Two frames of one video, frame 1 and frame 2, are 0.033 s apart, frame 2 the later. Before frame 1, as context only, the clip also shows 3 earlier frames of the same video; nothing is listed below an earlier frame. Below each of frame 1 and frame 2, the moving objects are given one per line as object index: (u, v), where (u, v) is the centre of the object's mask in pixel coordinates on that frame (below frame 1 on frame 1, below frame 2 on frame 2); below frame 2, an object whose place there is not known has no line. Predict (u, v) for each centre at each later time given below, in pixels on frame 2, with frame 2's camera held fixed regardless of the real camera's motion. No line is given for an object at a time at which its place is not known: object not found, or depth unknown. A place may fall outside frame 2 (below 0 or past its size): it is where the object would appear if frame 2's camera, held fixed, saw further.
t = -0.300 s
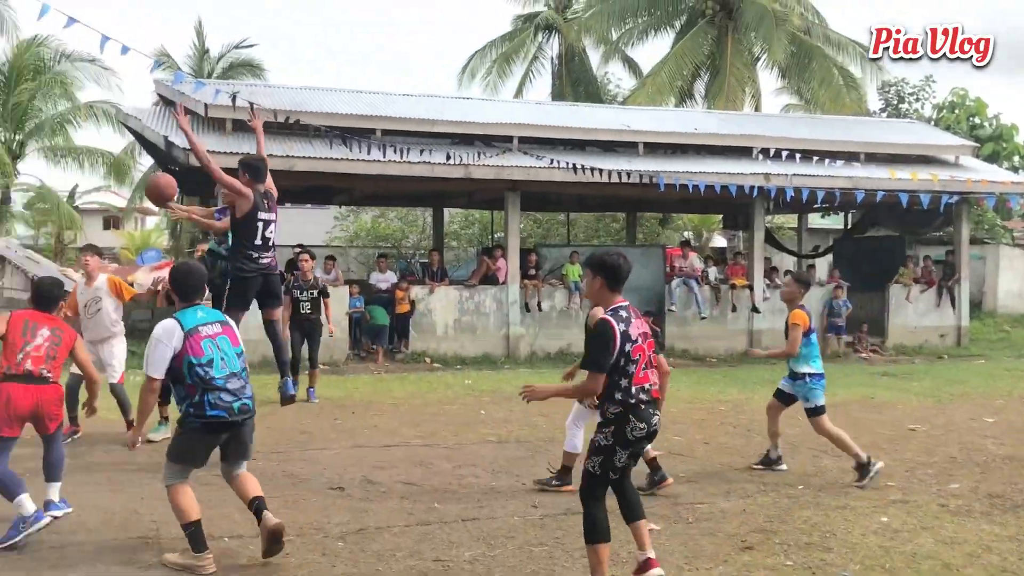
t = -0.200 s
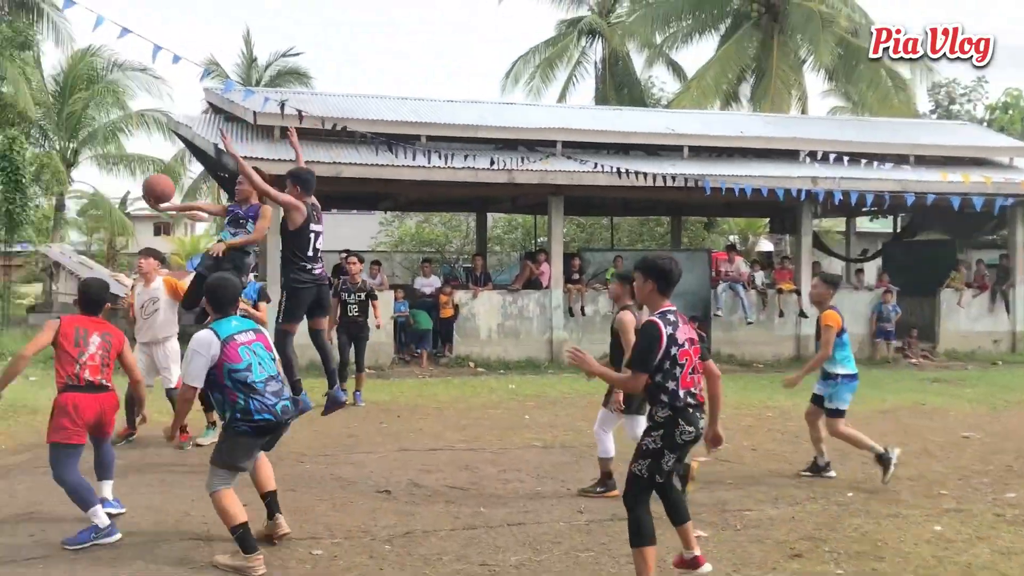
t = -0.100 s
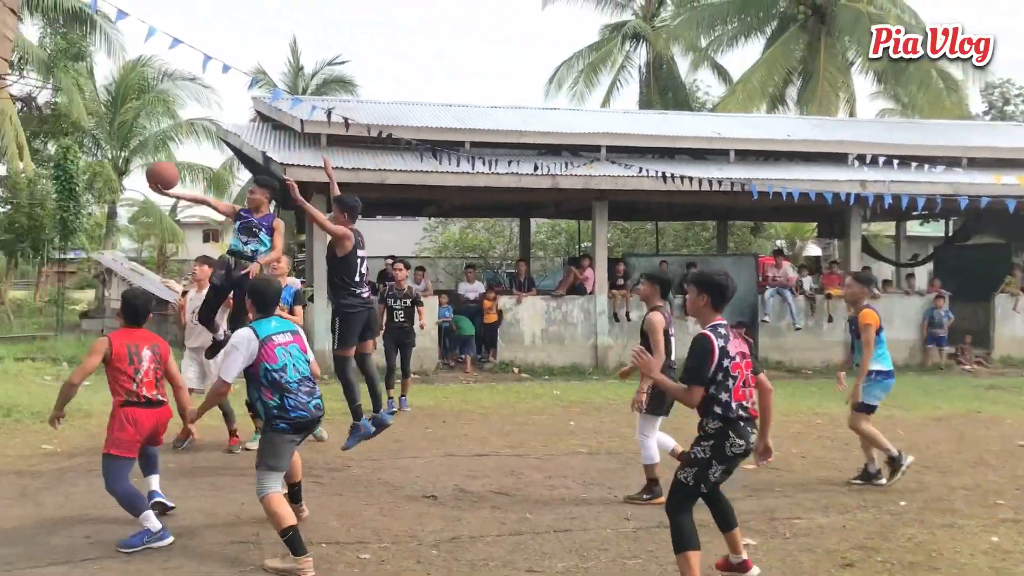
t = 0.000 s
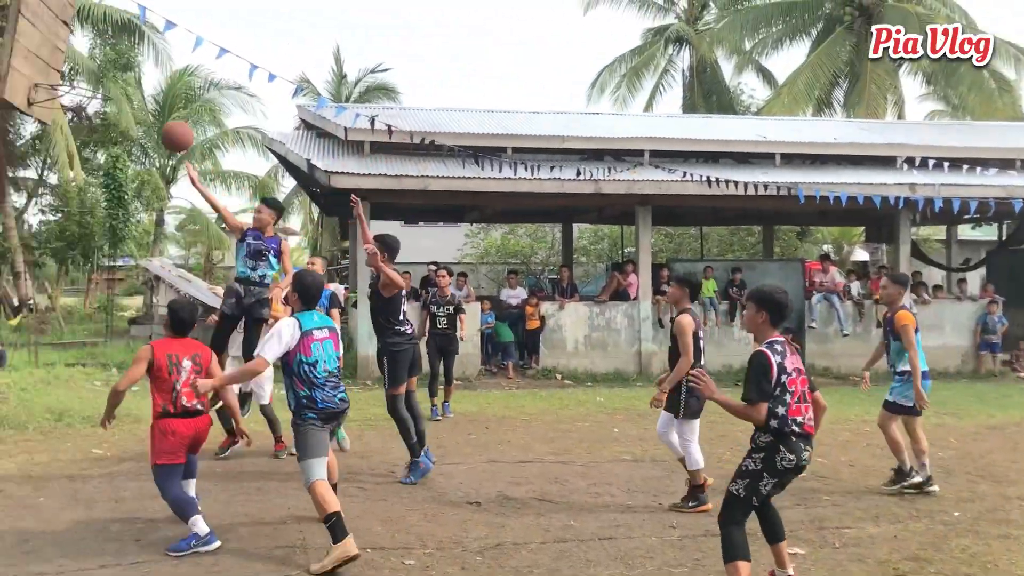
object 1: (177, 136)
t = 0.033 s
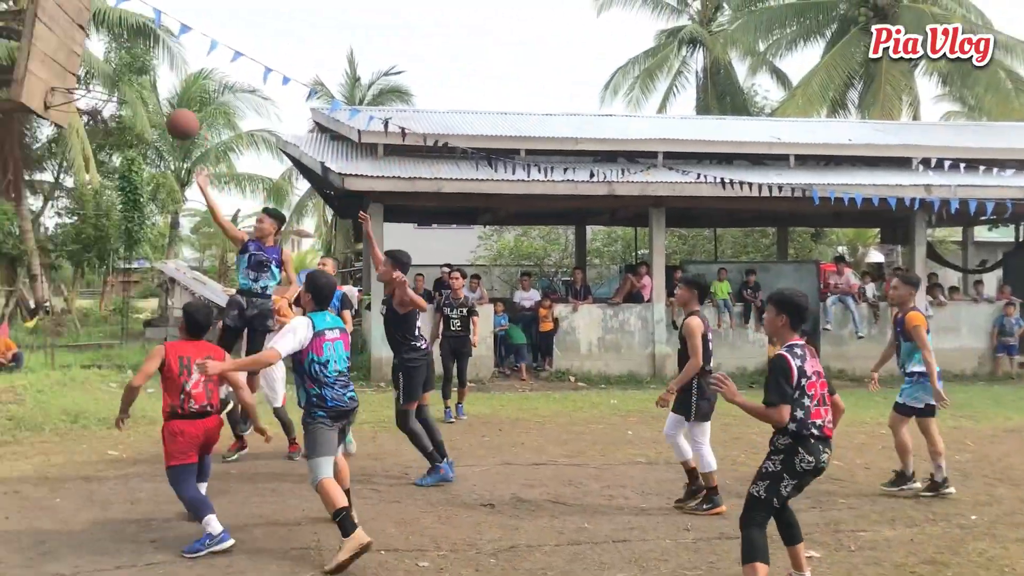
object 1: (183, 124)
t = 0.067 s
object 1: (173, 111)
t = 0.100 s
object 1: (162, 99)
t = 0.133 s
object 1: (152, 88)
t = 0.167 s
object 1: (141, 78)
